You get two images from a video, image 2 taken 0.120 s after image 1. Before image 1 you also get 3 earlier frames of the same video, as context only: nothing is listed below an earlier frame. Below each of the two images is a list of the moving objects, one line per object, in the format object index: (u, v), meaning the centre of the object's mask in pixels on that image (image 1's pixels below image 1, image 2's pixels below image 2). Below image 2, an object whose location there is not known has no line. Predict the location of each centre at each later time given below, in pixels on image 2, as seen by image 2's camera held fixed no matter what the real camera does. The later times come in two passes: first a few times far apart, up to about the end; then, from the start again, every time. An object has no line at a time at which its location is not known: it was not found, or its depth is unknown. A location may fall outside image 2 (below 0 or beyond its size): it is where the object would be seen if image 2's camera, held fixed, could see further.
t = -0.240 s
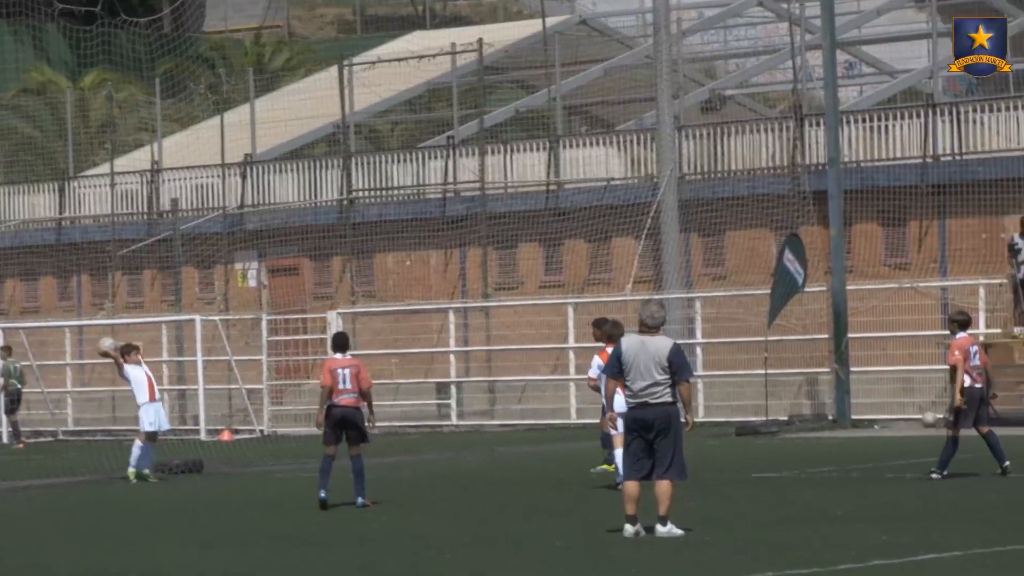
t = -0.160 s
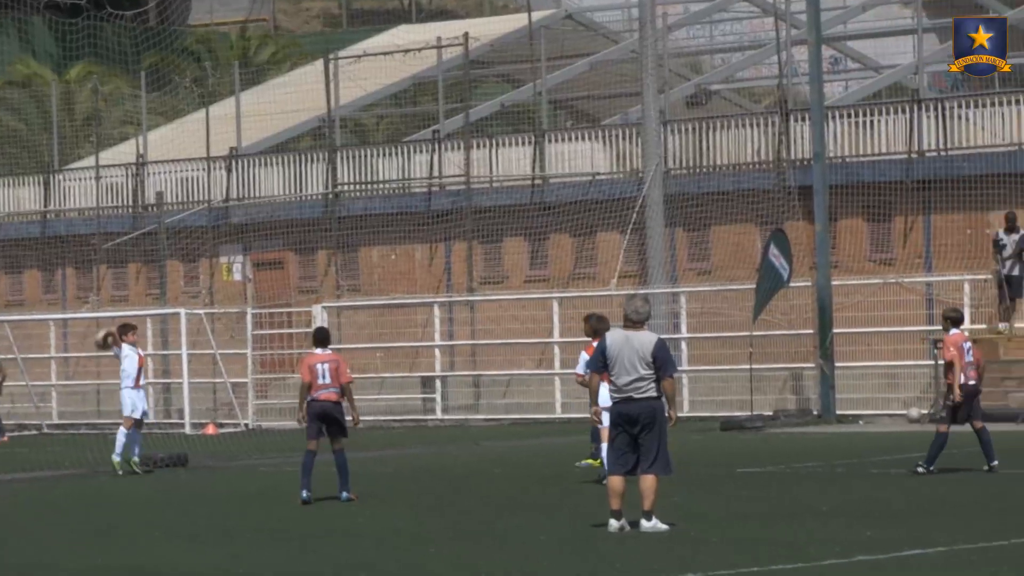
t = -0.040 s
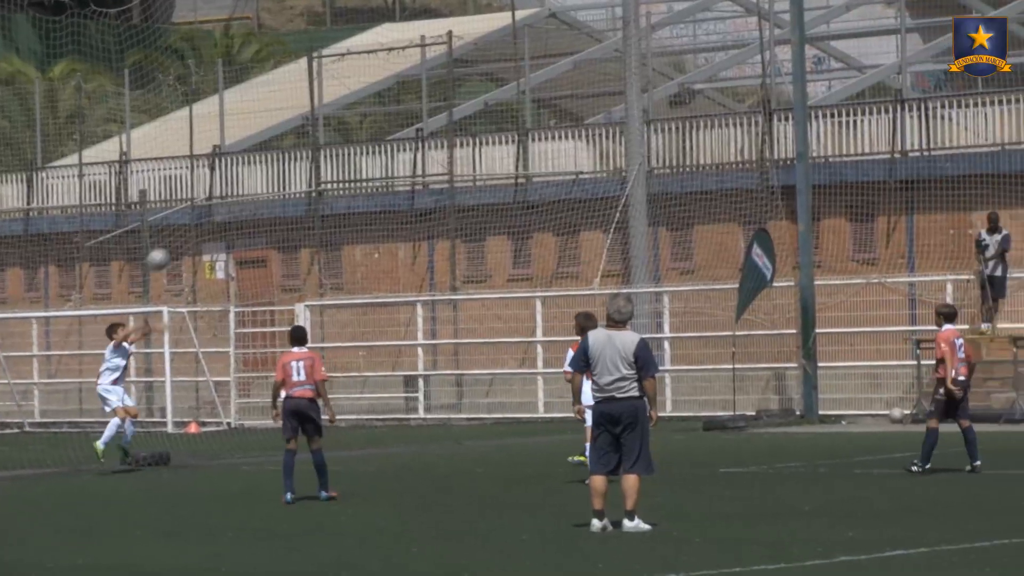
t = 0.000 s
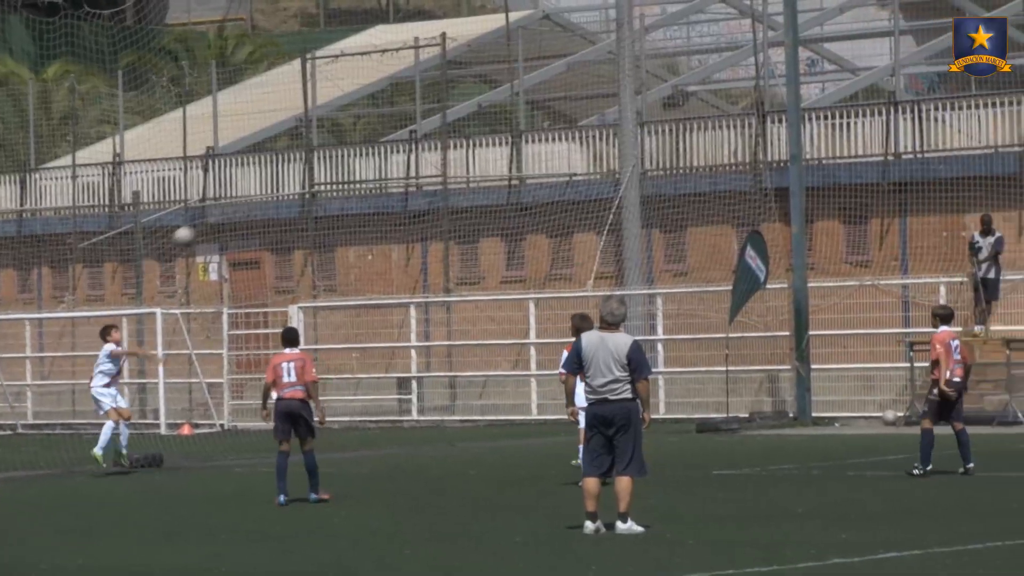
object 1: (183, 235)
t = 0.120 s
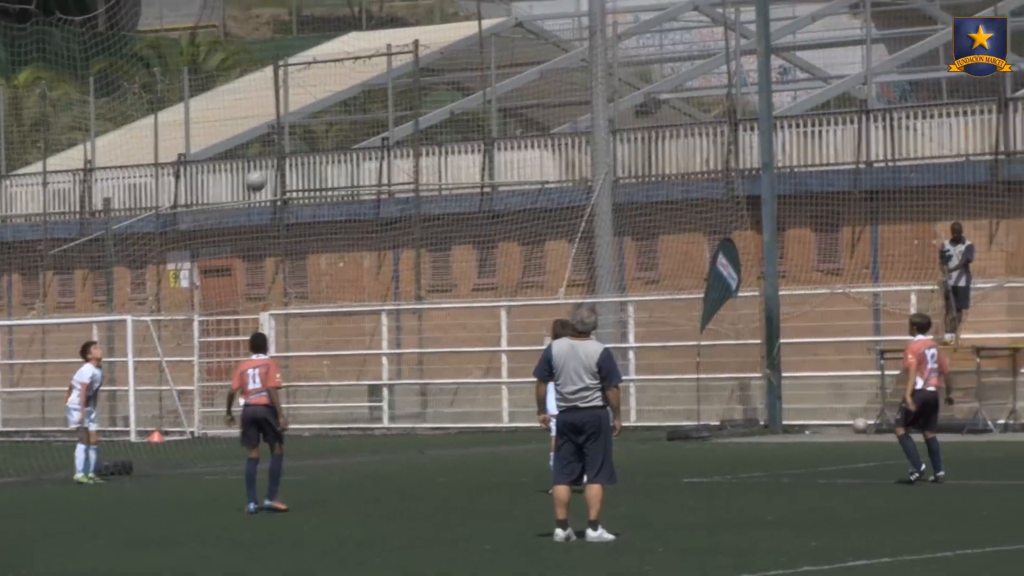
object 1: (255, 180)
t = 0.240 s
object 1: (357, 129)
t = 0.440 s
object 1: (528, 78)
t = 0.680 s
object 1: (734, 61)
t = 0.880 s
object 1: (911, 90)
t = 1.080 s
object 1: (1101, 161)
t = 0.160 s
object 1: (289, 162)
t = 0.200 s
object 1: (323, 144)
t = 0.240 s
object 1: (357, 129)
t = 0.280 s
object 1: (392, 116)
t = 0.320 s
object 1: (426, 105)
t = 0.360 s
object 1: (460, 94)
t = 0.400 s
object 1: (494, 85)
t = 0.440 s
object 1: (528, 78)
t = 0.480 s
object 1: (563, 72)
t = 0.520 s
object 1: (597, 67)
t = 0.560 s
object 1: (631, 62)
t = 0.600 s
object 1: (665, 60)
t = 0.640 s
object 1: (699, 60)
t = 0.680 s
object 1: (734, 61)
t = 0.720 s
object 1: (770, 65)
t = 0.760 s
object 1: (803, 68)
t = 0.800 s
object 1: (838, 76)
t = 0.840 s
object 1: (874, 81)
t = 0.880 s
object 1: (911, 90)
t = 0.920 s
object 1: (947, 101)
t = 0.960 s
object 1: (984, 114)
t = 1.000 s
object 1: (1022, 129)
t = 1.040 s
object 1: (1061, 144)
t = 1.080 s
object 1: (1101, 161)
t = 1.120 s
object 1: (1140, 180)
